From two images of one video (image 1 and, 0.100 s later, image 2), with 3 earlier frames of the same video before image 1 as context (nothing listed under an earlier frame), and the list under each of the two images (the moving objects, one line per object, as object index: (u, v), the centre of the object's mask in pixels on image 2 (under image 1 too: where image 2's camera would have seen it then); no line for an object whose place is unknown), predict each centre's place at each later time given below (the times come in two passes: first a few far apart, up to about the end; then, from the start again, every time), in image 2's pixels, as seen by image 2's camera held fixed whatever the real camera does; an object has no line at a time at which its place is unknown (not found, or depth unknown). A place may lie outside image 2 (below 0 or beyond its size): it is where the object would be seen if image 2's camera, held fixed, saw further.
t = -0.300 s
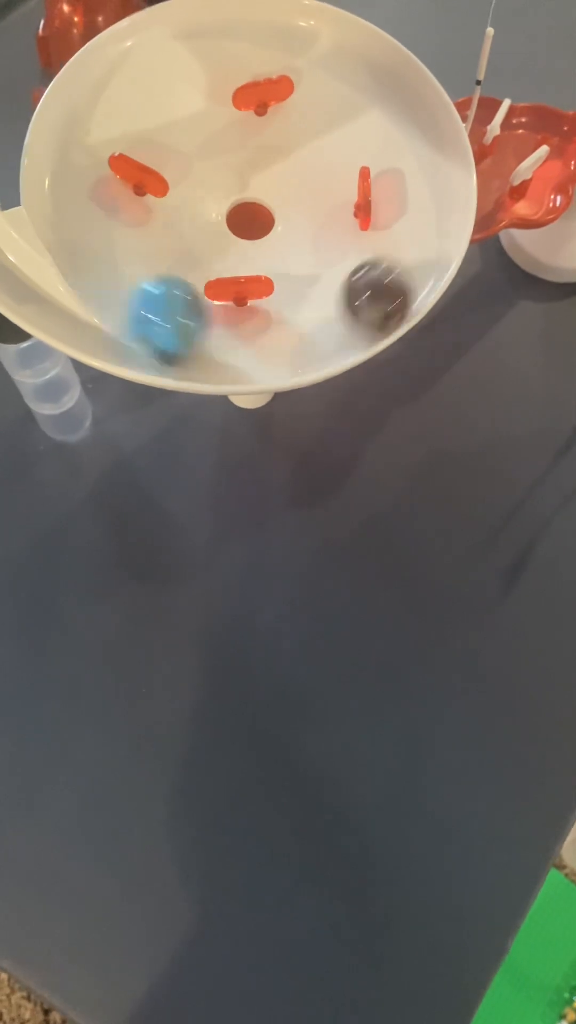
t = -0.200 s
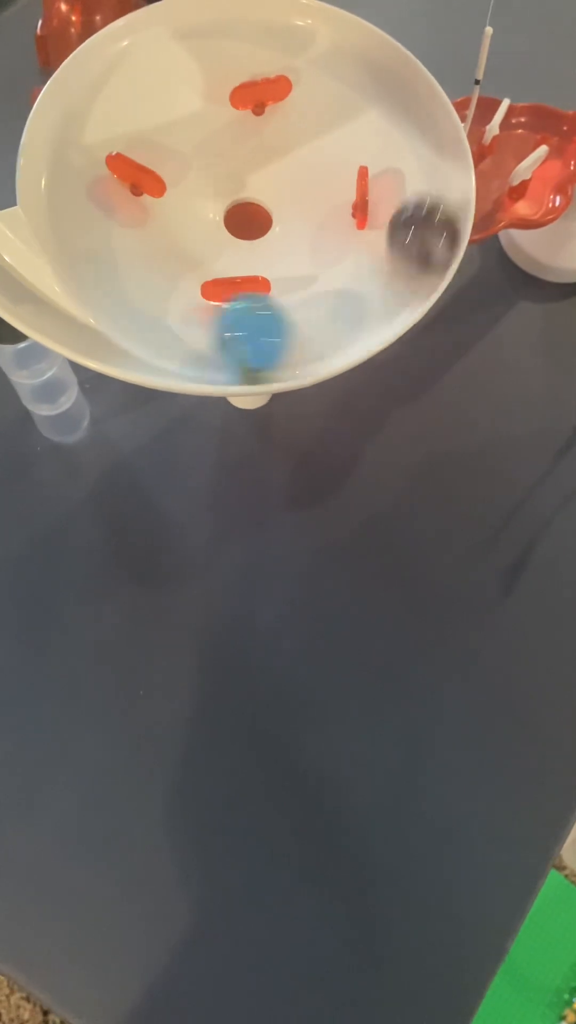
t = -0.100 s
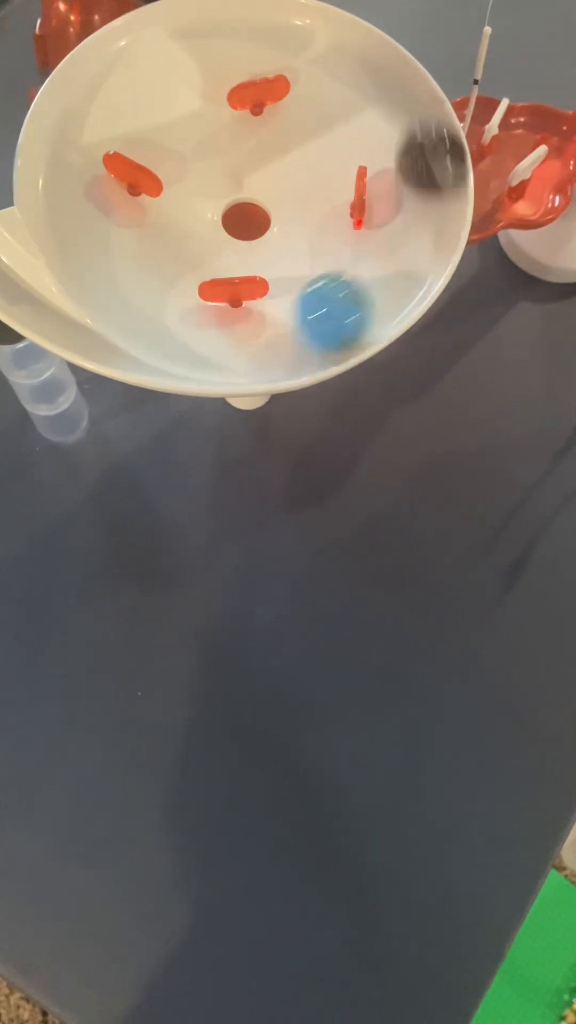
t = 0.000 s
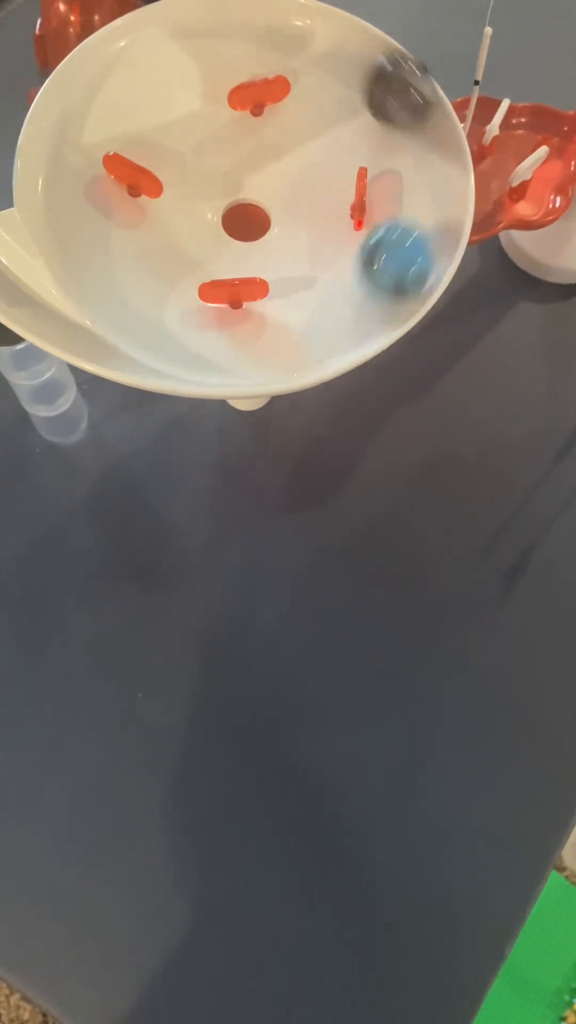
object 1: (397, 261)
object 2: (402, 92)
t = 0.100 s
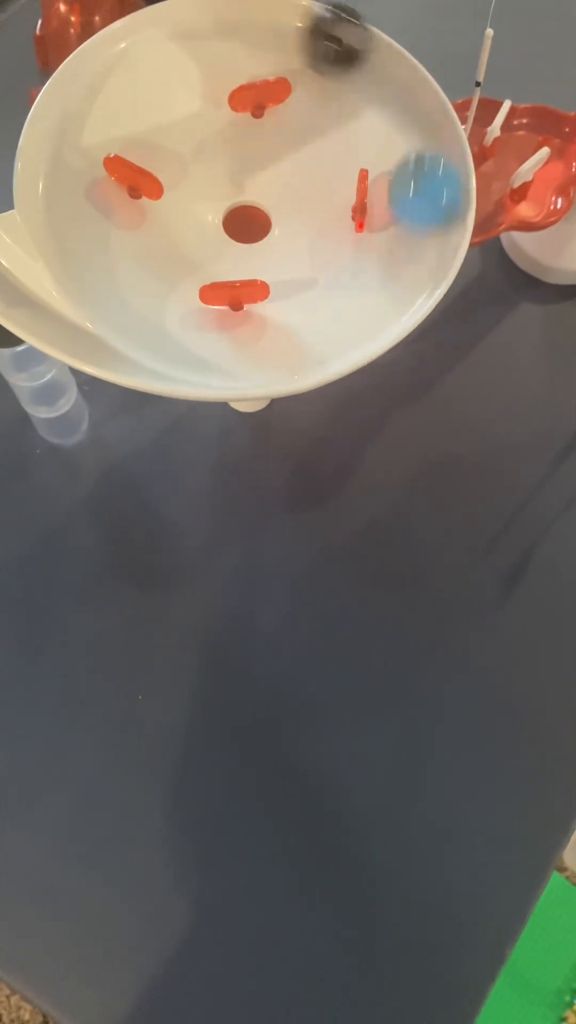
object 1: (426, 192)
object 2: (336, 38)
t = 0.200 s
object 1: (417, 116)
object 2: (255, 26)
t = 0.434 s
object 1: (267, 28)
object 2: (85, 93)
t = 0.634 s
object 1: (117, 69)
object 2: (68, 229)
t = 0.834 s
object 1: (56, 187)
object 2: (185, 327)
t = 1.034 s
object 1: (147, 286)
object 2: (350, 293)
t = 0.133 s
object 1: (428, 165)
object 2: (309, 32)
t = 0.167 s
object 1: (424, 139)
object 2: (282, 28)
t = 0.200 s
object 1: (417, 116)
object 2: (255, 26)
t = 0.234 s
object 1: (402, 94)
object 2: (227, 27)
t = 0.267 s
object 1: (385, 75)
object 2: (197, 29)
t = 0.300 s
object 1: (365, 59)
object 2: (171, 31)
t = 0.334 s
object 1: (343, 43)
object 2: (146, 43)
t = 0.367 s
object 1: (318, 34)
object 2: (122, 57)
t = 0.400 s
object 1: (291, 30)
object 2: (104, 73)
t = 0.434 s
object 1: (267, 28)
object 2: (85, 93)
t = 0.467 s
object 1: (241, 27)
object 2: (73, 114)
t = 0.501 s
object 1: (215, 28)
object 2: (64, 134)
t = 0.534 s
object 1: (189, 30)
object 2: (58, 159)
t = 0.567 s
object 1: (163, 39)
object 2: (57, 184)
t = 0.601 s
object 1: (140, 54)
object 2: (61, 207)
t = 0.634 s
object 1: (117, 69)
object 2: (68, 229)
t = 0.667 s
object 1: (99, 85)
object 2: (79, 251)
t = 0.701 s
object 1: (84, 104)
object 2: (95, 273)
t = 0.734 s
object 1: (75, 127)
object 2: (115, 292)
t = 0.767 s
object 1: (63, 147)
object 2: (137, 308)
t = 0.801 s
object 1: (57, 166)
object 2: (159, 318)
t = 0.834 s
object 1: (56, 187)
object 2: (185, 327)
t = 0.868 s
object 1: (60, 208)
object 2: (216, 333)
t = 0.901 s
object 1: (69, 227)
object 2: (244, 334)
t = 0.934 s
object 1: (83, 245)
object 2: (273, 331)
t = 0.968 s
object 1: (100, 261)
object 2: (300, 322)
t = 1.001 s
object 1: (121, 274)
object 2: (327, 309)
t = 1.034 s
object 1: (147, 286)
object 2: (350, 293)
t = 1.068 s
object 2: (370, 273)
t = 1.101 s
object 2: (385, 251)
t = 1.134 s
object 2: (396, 227)
